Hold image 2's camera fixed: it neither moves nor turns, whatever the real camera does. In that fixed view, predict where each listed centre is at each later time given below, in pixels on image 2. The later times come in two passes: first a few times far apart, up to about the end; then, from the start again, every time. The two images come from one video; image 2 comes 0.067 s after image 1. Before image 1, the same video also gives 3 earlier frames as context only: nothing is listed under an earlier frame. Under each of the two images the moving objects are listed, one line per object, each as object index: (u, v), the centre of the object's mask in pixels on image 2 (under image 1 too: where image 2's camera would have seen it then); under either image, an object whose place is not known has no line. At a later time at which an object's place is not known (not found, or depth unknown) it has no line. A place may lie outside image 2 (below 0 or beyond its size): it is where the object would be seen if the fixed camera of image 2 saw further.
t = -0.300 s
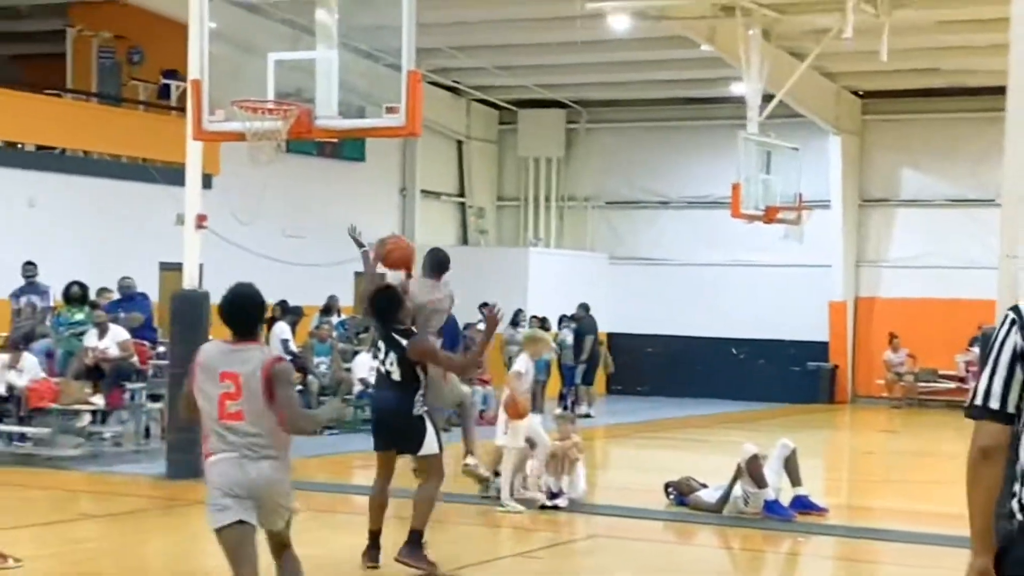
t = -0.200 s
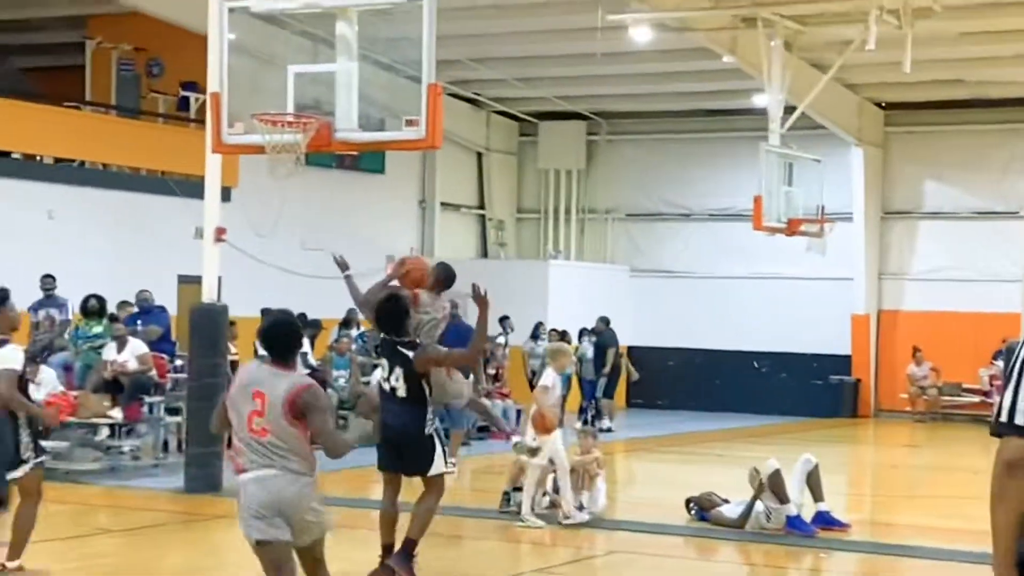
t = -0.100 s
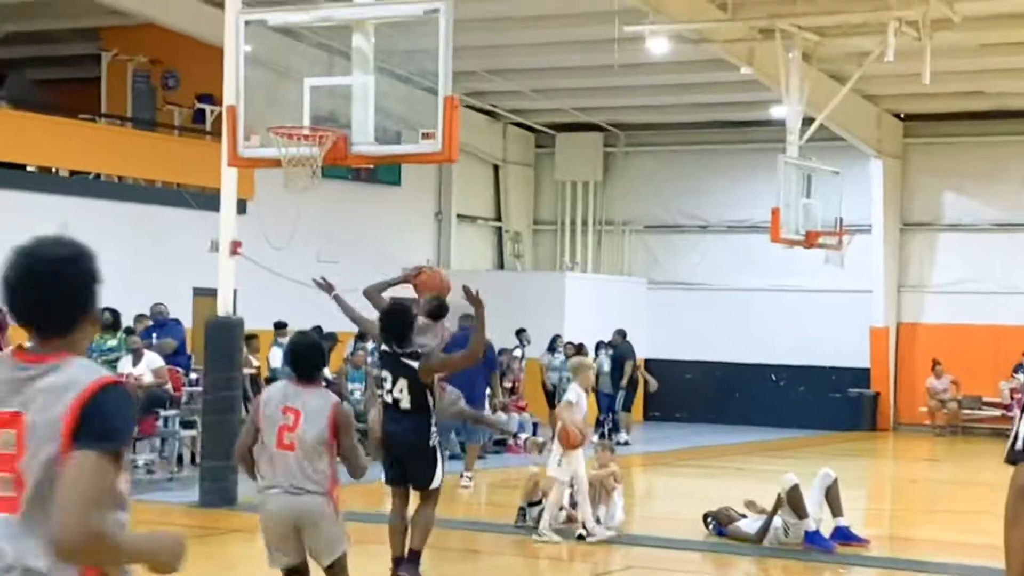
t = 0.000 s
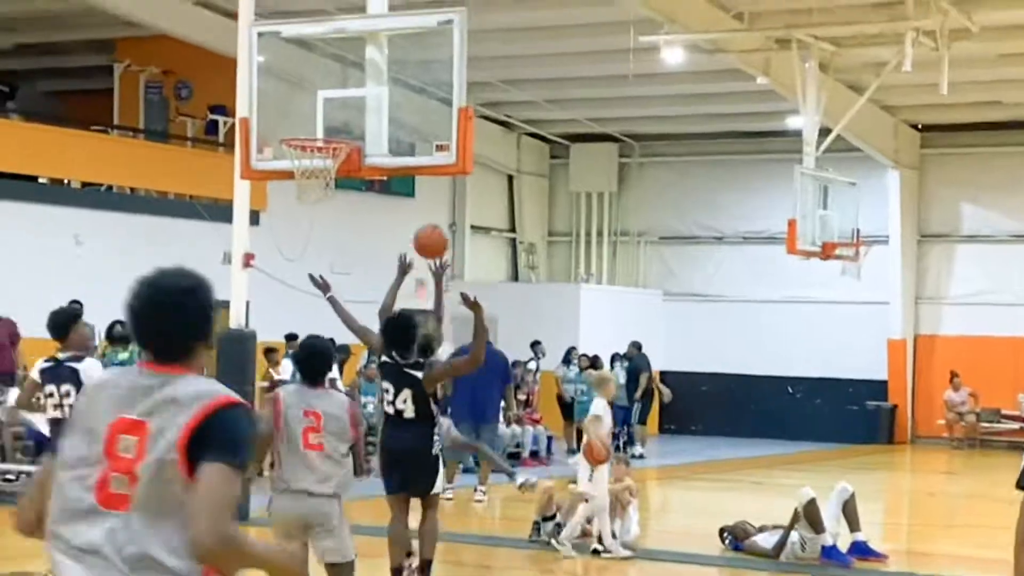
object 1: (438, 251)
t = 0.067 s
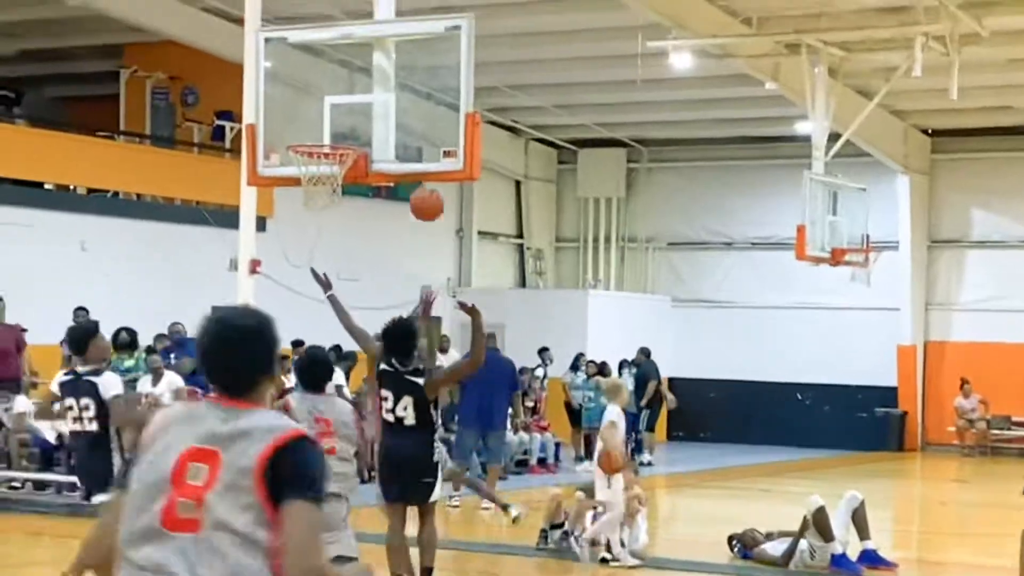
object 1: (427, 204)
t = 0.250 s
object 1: (398, 120)
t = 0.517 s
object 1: (330, 111)
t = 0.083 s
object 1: (425, 193)
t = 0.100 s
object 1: (422, 187)
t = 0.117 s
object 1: (420, 176)
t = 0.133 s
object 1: (418, 168)
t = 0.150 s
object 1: (415, 163)
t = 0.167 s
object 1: (411, 153)
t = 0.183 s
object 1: (409, 146)
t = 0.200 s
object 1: (406, 140)
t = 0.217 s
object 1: (403, 132)
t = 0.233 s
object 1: (400, 126)
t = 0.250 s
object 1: (398, 120)
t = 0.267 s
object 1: (394, 116)
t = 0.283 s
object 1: (391, 113)
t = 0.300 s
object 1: (387, 110)
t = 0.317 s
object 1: (382, 107)
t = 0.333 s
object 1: (378, 105)
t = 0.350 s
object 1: (373, 104)
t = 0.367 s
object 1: (369, 103)
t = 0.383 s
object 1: (365, 104)
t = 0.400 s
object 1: (361, 103)
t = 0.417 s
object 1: (357, 101)
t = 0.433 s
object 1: (352, 104)
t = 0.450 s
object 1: (348, 104)
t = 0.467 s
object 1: (344, 106)
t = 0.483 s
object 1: (339, 107)
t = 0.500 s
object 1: (334, 109)
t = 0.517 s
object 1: (330, 111)
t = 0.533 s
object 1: (326, 115)
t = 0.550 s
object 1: (321, 117)
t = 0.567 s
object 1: (316, 121)
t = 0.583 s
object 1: (312, 124)
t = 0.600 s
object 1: (307, 128)
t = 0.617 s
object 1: (303, 133)
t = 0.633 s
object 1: (300, 136)
